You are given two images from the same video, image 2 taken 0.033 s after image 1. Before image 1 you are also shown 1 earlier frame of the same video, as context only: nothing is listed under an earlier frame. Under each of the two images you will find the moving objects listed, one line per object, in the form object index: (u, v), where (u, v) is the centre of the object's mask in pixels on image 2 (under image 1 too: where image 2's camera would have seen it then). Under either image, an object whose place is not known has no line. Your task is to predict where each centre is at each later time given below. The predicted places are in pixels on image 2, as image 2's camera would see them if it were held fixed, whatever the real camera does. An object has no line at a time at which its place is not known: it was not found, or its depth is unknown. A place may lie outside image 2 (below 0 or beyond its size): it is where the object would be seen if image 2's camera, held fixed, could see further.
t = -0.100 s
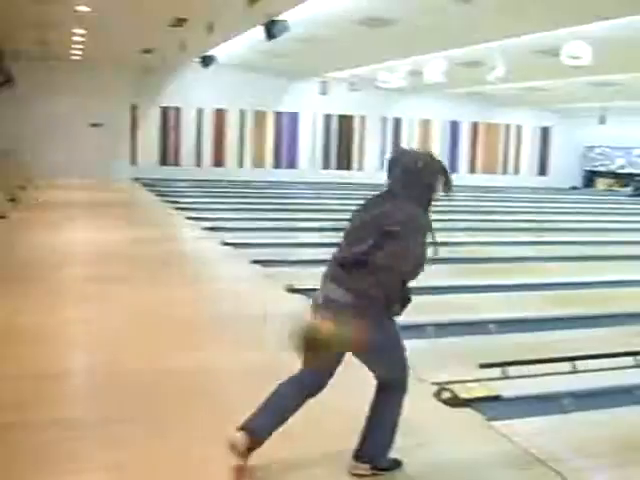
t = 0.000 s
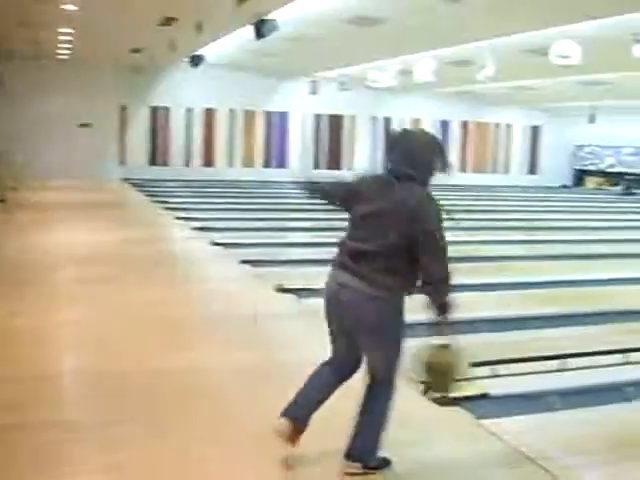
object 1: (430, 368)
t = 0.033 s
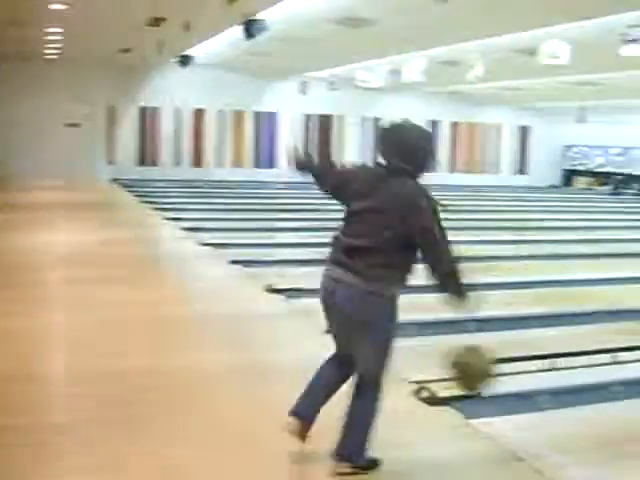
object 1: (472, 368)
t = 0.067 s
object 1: (510, 370)
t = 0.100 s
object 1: (548, 375)
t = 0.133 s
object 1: (584, 383)
